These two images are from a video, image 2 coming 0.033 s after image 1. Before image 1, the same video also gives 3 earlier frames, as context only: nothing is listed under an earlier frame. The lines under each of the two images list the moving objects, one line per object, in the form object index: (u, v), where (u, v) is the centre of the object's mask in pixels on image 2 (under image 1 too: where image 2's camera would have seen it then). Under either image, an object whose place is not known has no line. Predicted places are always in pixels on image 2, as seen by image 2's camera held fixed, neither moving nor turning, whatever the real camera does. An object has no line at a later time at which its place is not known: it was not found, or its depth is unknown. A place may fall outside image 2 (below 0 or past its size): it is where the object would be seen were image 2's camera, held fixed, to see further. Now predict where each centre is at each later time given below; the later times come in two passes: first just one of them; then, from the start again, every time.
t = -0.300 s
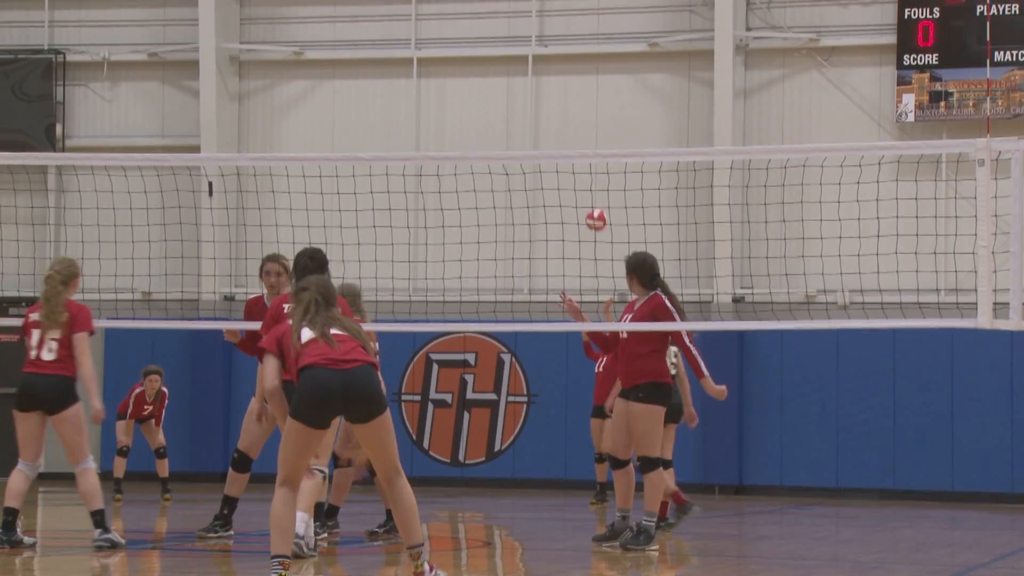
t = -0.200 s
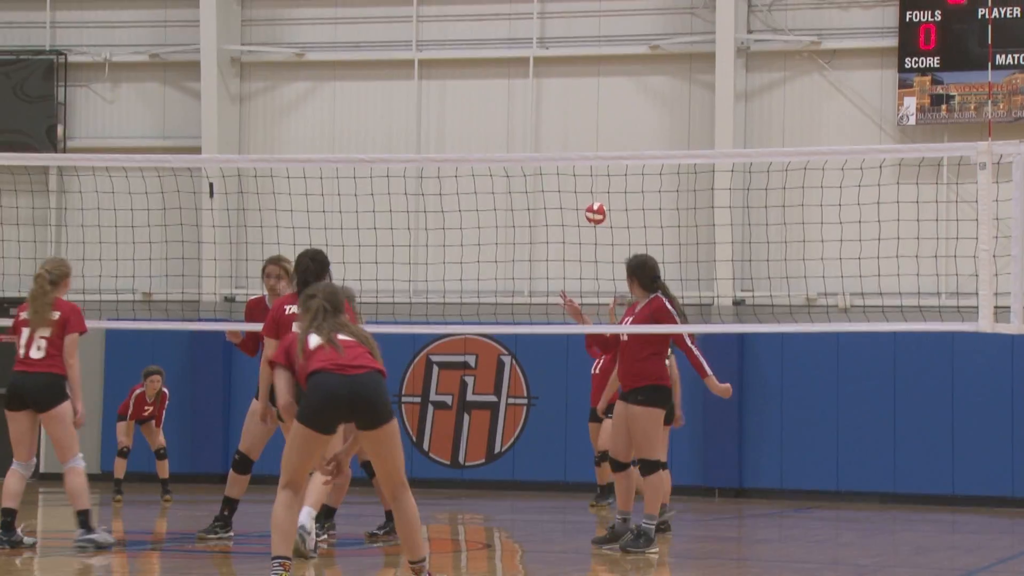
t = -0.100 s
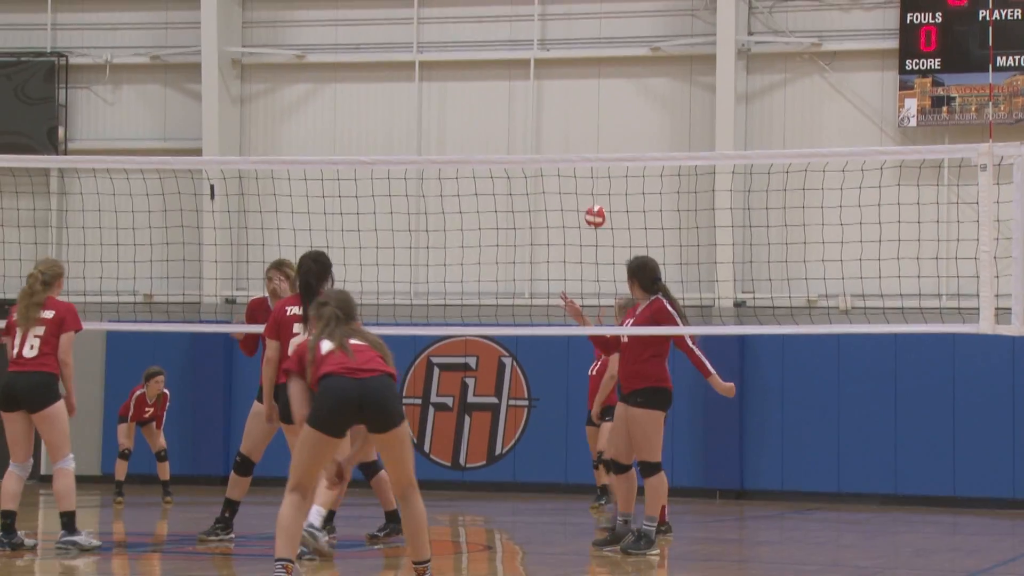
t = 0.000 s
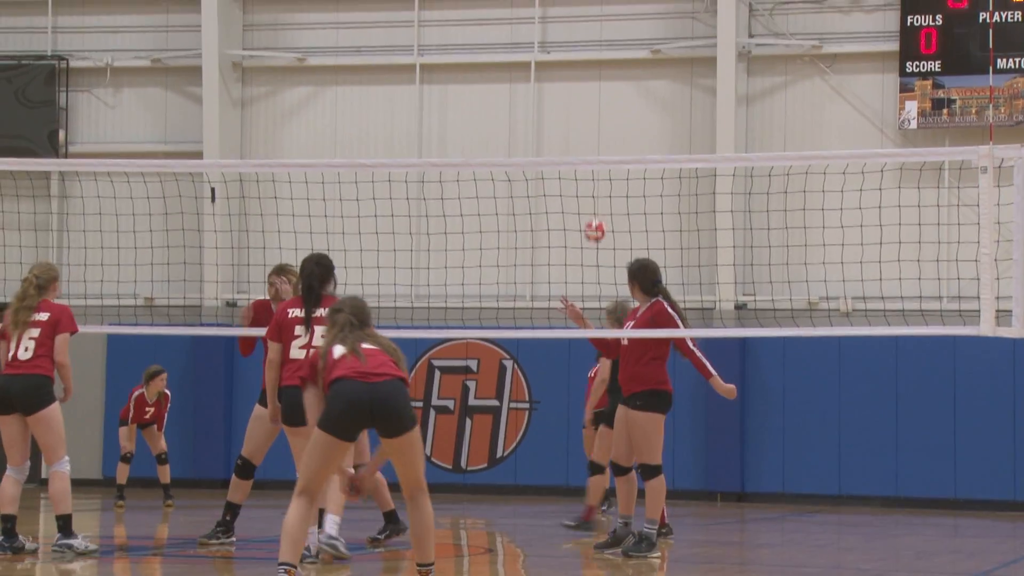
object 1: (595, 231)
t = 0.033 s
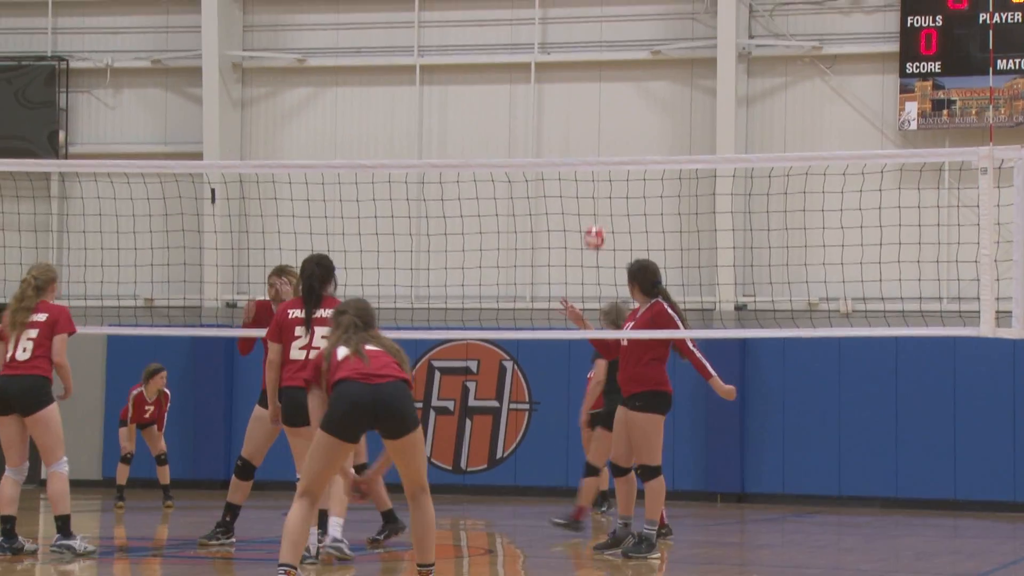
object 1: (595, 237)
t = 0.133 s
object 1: (592, 263)
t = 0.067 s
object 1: (594, 245)
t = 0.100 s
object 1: (593, 253)
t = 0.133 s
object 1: (592, 263)
